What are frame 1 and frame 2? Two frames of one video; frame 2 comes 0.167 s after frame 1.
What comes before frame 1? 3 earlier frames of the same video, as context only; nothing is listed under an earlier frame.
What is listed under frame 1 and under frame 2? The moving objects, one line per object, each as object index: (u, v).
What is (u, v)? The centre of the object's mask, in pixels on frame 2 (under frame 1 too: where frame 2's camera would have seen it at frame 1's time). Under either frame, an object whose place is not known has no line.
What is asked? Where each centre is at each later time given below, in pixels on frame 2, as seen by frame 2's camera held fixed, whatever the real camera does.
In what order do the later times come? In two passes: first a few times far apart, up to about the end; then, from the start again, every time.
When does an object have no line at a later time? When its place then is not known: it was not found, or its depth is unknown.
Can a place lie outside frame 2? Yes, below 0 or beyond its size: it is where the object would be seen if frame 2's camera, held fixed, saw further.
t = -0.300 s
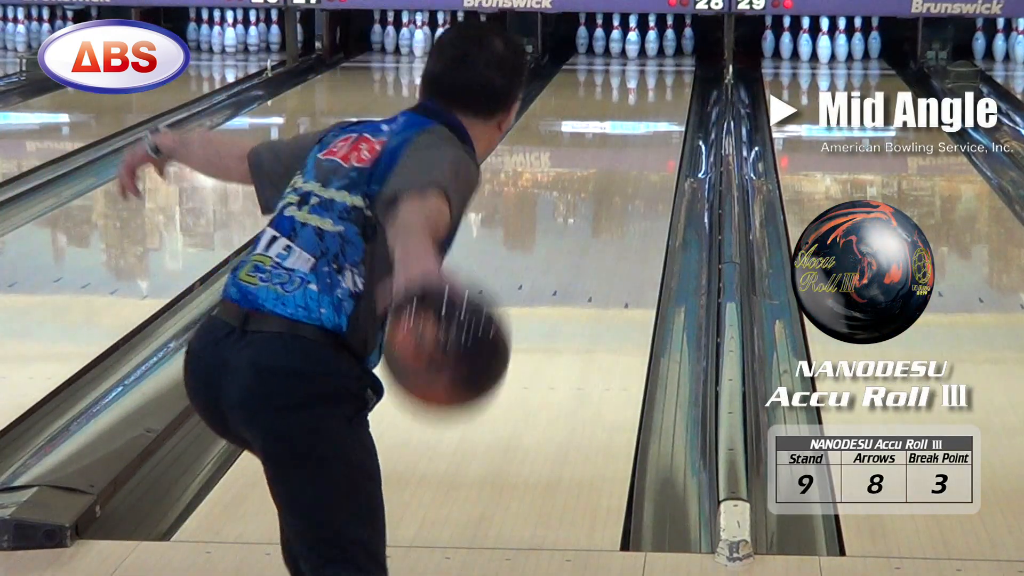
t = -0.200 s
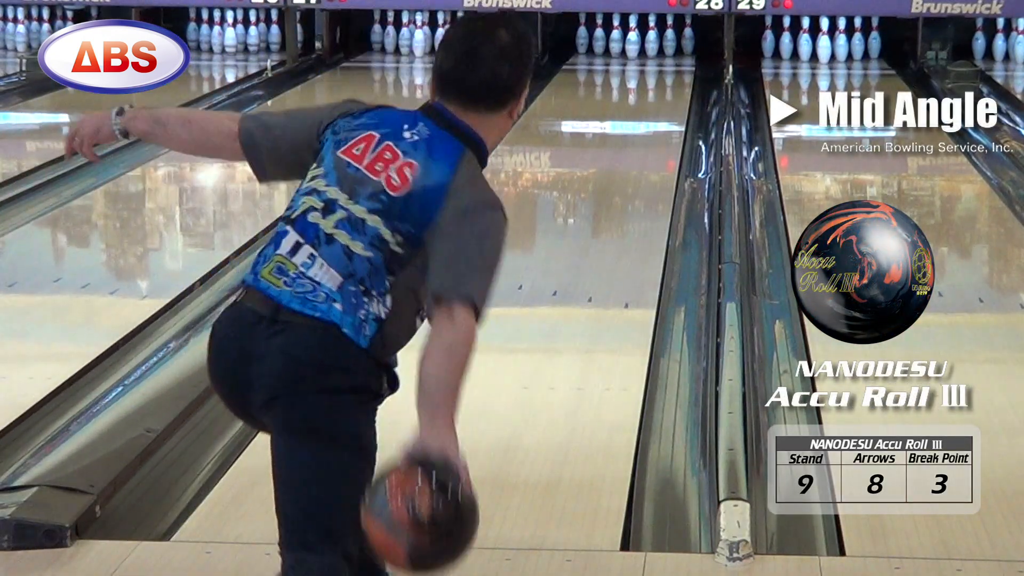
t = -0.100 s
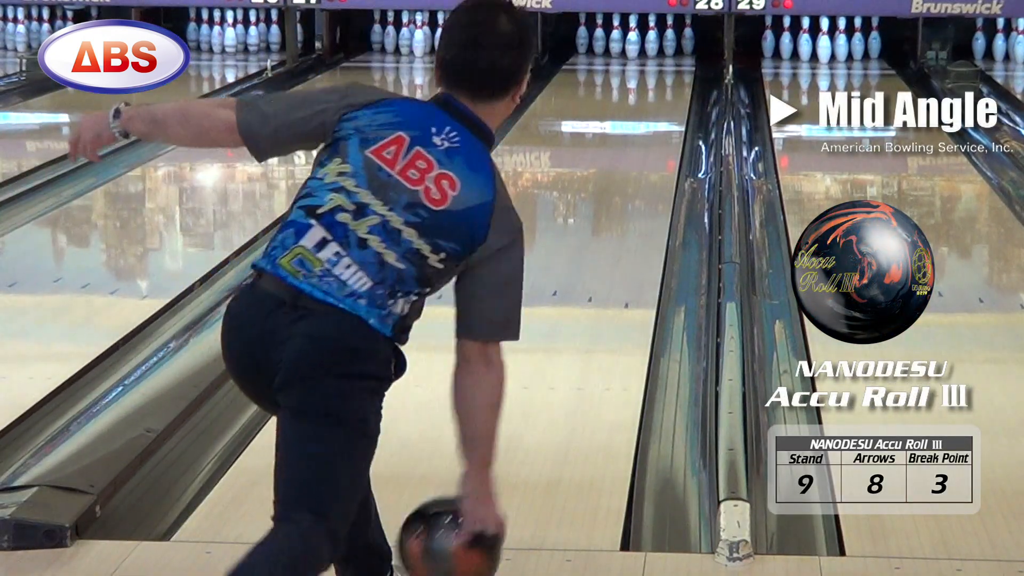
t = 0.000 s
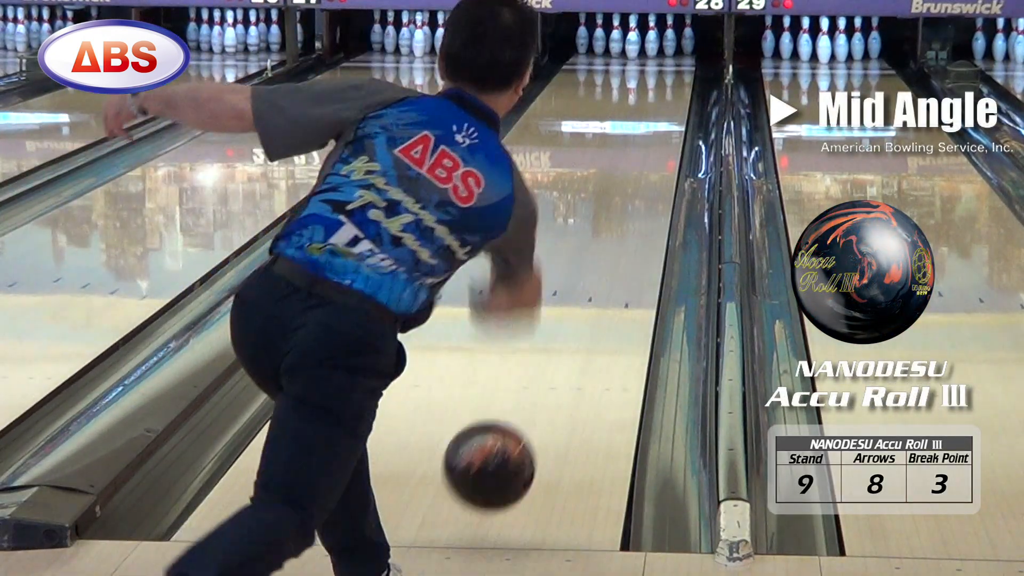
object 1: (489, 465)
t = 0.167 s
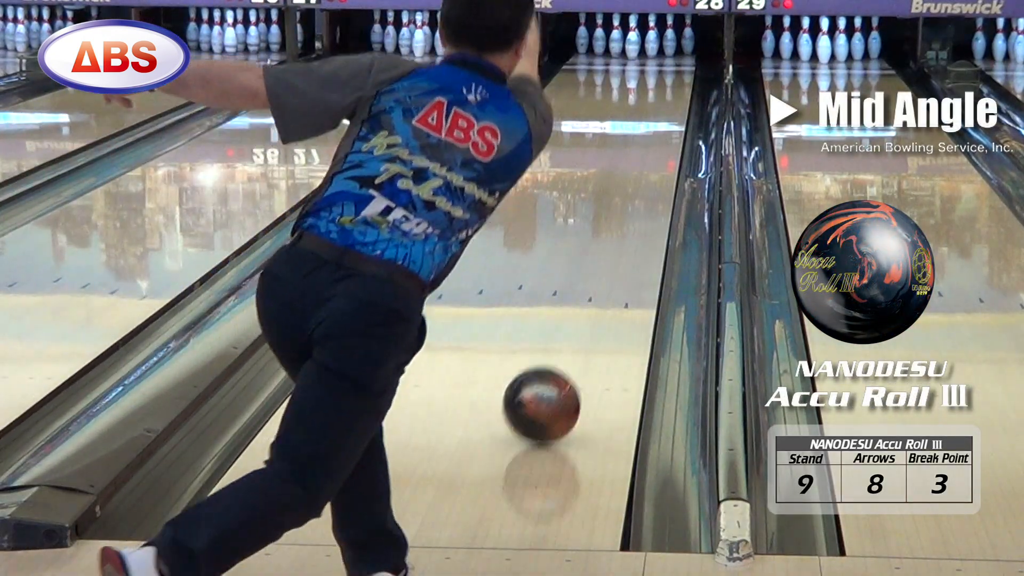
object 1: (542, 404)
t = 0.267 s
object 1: (566, 359)
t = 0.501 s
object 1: (607, 278)
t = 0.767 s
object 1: (637, 214)
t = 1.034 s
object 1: (657, 167)
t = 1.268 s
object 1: (667, 137)
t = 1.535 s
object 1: (672, 109)
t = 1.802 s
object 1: (671, 87)
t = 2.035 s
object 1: (665, 71)
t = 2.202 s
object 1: (656, 62)
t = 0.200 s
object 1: (550, 388)
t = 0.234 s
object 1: (558, 374)
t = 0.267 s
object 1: (566, 359)
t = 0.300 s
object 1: (573, 346)
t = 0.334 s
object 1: (579, 333)
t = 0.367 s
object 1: (585, 320)
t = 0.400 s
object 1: (591, 309)
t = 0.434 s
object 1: (597, 298)
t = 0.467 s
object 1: (602, 288)
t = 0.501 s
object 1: (607, 278)
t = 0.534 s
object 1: (612, 269)
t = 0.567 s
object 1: (616, 260)
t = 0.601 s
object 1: (620, 252)
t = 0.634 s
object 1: (624, 243)
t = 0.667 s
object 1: (627, 236)
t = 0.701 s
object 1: (631, 228)
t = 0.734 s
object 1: (634, 221)
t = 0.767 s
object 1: (637, 214)
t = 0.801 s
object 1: (640, 208)
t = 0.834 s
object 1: (643, 201)
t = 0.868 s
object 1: (646, 195)
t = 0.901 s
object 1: (648, 189)
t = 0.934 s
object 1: (651, 183)
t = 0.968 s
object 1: (653, 178)
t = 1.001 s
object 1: (655, 172)
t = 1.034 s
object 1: (657, 167)
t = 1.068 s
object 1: (659, 162)
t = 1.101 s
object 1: (660, 157)
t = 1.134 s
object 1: (662, 153)
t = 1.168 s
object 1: (664, 148)
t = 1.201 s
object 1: (665, 144)
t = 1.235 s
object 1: (666, 140)
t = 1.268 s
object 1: (667, 137)
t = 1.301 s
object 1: (668, 133)
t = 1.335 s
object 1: (669, 129)
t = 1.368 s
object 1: (669, 125)
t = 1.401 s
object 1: (670, 122)
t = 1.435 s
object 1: (670, 118)
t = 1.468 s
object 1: (671, 115)
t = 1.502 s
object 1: (672, 112)
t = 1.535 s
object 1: (672, 109)
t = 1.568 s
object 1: (672, 106)
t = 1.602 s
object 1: (672, 103)
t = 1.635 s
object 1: (672, 100)
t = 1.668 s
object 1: (672, 97)
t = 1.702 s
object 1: (672, 94)
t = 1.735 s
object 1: (672, 92)
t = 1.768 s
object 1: (671, 88)
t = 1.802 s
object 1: (671, 87)
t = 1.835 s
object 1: (670, 85)
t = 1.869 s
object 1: (669, 81)
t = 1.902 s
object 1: (669, 80)
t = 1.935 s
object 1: (668, 77)
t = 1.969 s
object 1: (667, 75)
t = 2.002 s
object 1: (666, 73)
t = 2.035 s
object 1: (665, 71)
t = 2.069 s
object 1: (663, 69)
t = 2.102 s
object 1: (661, 67)
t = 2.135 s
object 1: (660, 66)
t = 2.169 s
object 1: (659, 64)
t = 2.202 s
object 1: (656, 62)
